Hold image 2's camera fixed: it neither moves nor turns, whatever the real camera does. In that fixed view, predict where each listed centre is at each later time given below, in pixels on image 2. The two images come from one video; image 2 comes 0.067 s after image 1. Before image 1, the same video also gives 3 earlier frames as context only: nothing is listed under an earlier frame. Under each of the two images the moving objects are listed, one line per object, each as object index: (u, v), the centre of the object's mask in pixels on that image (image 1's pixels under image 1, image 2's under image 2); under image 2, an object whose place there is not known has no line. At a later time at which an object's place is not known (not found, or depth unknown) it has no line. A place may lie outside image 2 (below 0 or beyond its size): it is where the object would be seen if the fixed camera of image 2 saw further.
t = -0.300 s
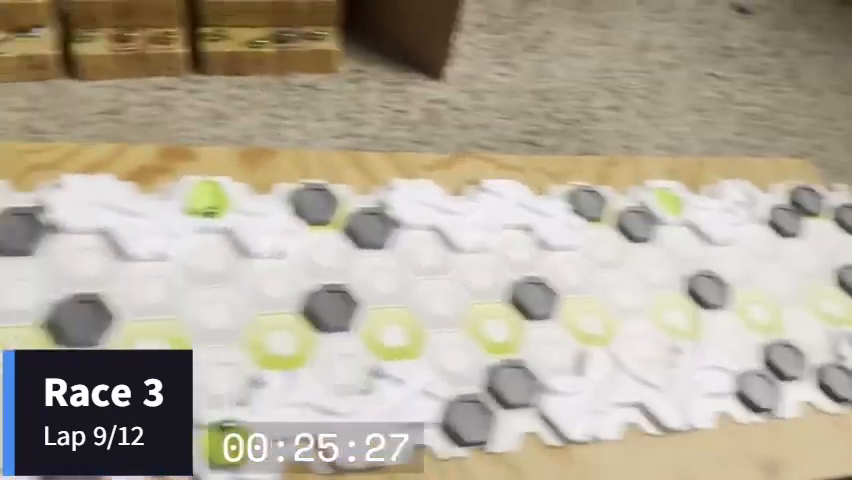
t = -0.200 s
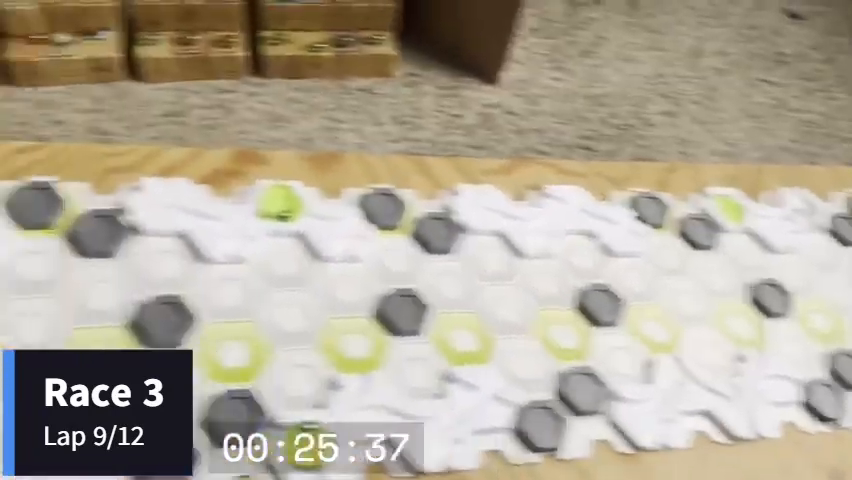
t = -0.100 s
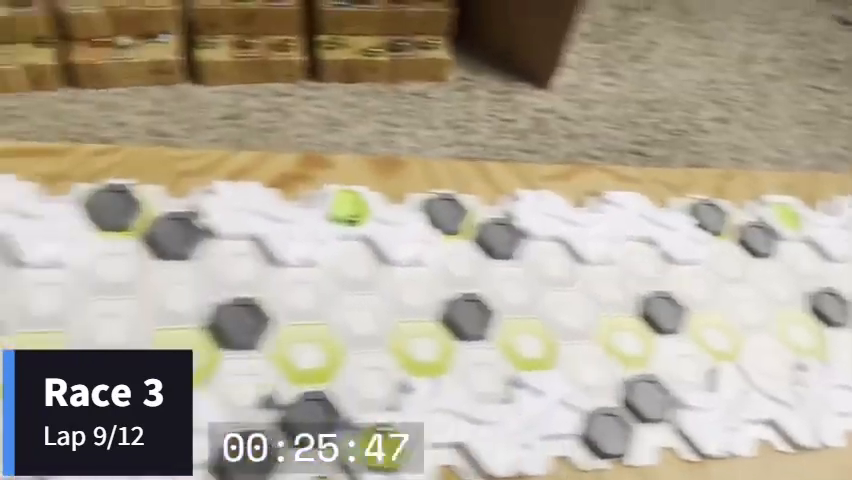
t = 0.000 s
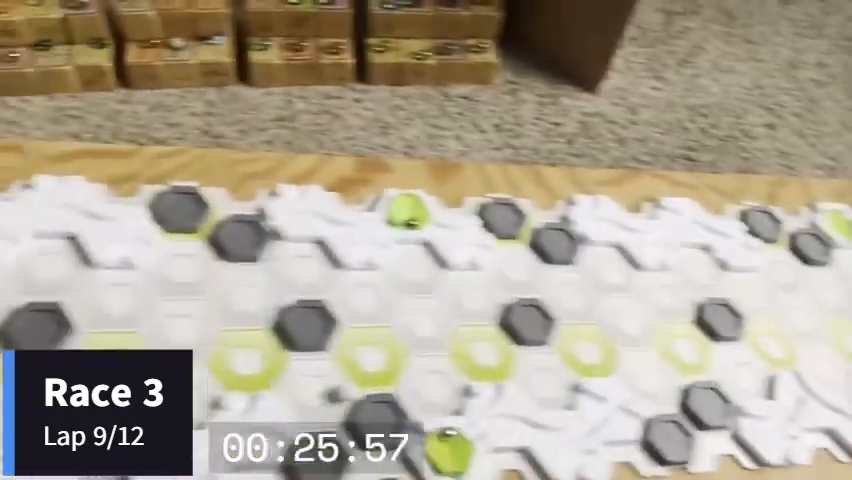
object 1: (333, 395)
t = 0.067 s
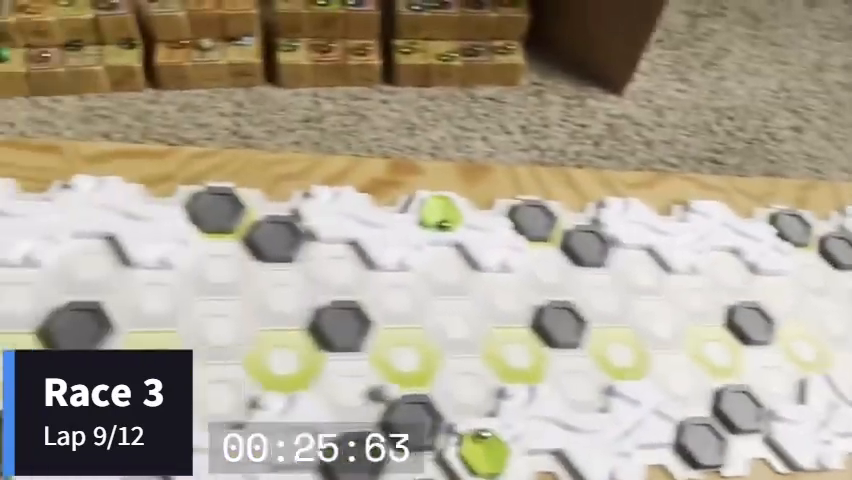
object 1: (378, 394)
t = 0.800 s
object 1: (598, 398)
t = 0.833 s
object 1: (600, 396)
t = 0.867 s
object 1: (601, 393)
